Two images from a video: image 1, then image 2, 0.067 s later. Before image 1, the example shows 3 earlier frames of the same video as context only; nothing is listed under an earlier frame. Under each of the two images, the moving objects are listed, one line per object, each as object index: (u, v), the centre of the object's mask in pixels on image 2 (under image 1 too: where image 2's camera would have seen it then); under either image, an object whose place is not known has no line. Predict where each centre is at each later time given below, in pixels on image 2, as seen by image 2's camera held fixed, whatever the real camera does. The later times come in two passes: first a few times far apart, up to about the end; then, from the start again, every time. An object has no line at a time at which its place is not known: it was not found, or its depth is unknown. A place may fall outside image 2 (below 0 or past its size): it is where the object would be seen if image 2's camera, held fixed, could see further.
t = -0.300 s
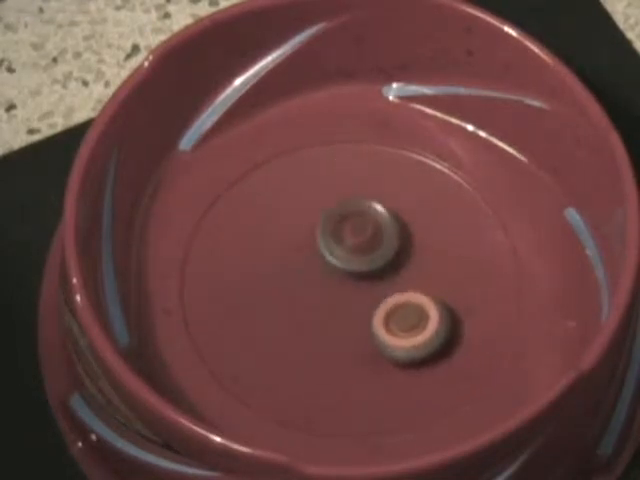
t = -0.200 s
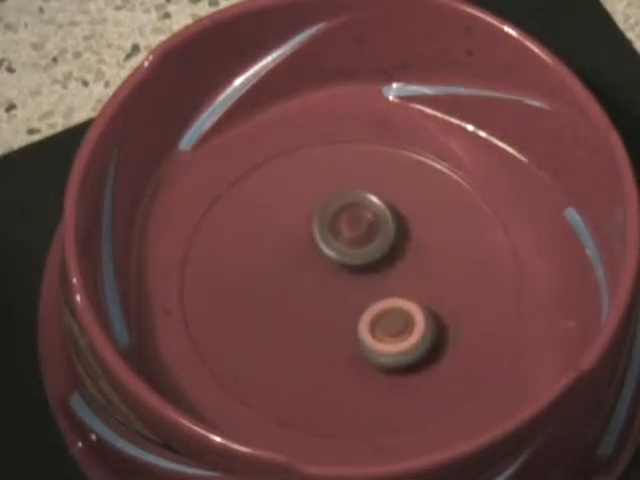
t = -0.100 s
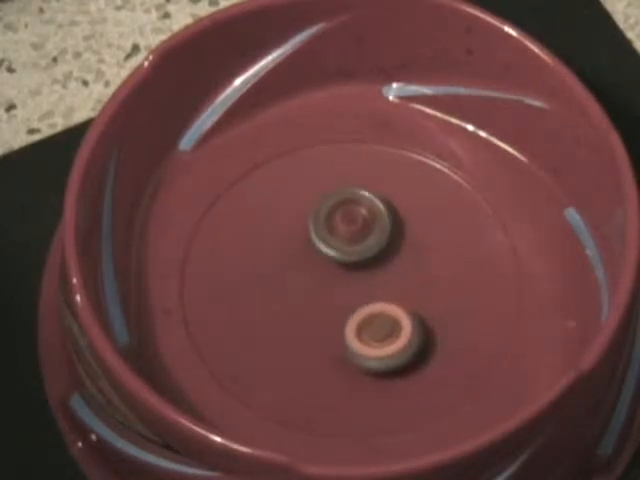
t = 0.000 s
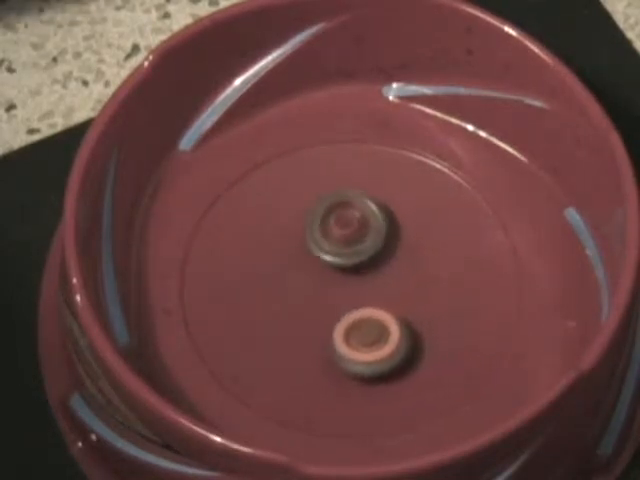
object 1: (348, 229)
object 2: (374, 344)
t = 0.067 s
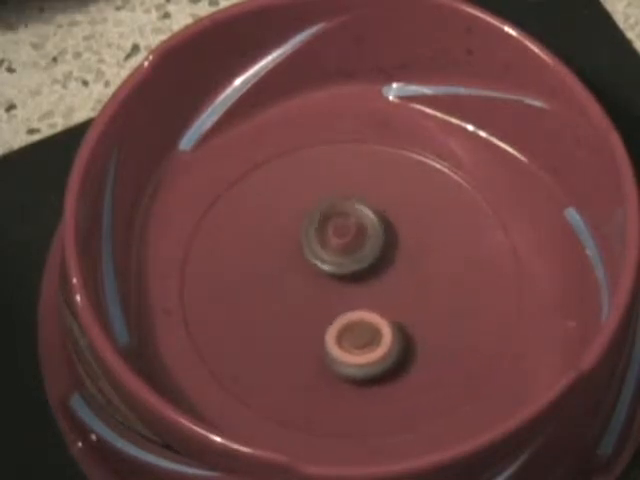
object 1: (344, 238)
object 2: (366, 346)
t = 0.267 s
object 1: (350, 271)
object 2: (343, 350)
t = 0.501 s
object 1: (394, 273)
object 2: (318, 357)
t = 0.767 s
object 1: (404, 264)
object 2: (311, 337)
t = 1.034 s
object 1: (410, 256)
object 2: (274, 297)
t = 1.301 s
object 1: (447, 224)
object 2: (260, 298)
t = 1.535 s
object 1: (388, 235)
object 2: (306, 275)
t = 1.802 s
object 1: (442, 272)
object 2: (305, 258)
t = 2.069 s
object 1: (444, 287)
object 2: (353, 242)
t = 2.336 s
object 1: (400, 303)
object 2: (386, 223)
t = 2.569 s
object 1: (360, 317)
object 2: (403, 219)
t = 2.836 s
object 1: (325, 327)
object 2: (419, 236)
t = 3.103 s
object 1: (314, 314)
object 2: (421, 273)
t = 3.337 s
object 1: (327, 288)
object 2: (422, 302)
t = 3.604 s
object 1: (330, 258)
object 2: (416, 323)
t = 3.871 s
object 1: (336, 246)
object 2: (400, 337)
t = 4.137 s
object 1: (350, 251)
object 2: (371, 345)
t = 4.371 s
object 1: (359, 240)
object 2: (346, 348)
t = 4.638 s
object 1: (372, 247)
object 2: (309, 347)
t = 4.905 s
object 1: (393, 227)
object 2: (300, 349)
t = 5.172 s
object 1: (391, 252)
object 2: (318, 309)
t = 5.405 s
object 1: (399, 276)
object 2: (314, 274)
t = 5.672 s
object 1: (391, 302)
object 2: (315, 242)
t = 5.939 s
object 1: (379, 315)
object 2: (327, 227)
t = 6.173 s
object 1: (359, 311)
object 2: (348, 227)
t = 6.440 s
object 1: (334, 301)
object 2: (379, 234)
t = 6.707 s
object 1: (323, 294)
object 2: (403, 255)
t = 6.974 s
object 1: (323, 285)
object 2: (423, 278)
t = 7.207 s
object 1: (330, 284)
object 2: (425, 296)
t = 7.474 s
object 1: (258, 249)
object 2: (465, 315)
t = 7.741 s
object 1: (258, 262)
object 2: (421, 305)
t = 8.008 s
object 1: (253, 241)
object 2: (435, 330)
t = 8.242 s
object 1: (268, 247)
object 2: (429, 316)
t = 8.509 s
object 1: (270, 248)
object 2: (440, 299)
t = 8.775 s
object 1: (304, 282)
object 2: (412, 256)
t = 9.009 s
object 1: (357, 313)
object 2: (375, 229)
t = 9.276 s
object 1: (398, 333)
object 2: (334, 225)
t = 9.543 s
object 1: (409, 318)
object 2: (311, 242)
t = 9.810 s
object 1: (388, 288)
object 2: (303, 273)
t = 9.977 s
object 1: (438, 284)
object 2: (271, 278)
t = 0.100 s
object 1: (343, 241)
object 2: (362, 347)
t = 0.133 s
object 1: (342, 248)
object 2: (358, 348)
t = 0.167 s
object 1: (342, 253)
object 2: (355, 349)
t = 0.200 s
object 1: (344, 260)
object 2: (351, 349)
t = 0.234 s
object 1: (347, 266)
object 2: (348, 350)
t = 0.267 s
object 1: (350, 271)
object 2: (343, 350)
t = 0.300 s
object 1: (354, 273)
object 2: (336, 352)
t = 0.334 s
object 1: (363, 275)
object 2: (330, 355)
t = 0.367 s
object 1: (371, 275)
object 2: (326, 356)
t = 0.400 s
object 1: (378, 276)
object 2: (323, 356)
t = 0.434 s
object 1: (383, 275)
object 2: (321, 357)
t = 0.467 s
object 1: (388, 274)
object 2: (320, 357)
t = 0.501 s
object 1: (394, 273)
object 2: (318, 357)
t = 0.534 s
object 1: (398, 271)
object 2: (317, 356)
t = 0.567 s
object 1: (400, 270)
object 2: (316, 355)
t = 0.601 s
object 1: (402, 269)
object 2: (315, 354)
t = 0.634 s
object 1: (403, 268)
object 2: (314, 352)
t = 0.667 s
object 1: (404, 266)
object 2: (313, 350)
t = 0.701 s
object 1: (405, 266)
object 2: (312, 346)
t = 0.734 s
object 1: (405, 265)
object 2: (311, 342)
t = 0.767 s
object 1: (404, 264)
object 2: (311, 337)
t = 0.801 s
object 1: (402, 264)
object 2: (310, 331)
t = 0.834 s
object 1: (402, 264)
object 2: (309, 325)
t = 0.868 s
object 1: (398, 264)
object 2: (308, 319)
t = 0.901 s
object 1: (394, 265)
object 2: (307, 313)
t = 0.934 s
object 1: (388, 265)
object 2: (306, 307)
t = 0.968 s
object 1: (384, 266)
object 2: (305, 301)
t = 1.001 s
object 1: (388, 263)
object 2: (295, 297)
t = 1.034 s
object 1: (410, 256)
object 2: (274, 297)
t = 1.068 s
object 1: (429, 254)
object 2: (259, 298)
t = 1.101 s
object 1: (441, 249)
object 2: (248, 298)
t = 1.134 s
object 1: (450, 245)
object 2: (244, 298)
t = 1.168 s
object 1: (453, 241)
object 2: (244, 298)
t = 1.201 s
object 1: (455, 237)
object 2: (245, 298)
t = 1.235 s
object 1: (454, 232)
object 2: (249, 299)
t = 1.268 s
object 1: (450, 227)
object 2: (254, 298)
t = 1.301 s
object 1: (447, 224)
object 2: (260, 298)
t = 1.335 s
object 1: (442, 222)
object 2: (266, 296)
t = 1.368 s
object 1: (434, 221)
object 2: (274, 293)
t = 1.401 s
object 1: (426, 221)
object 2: (281, 290)
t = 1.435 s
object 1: (413, 222)
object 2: (288, 287)
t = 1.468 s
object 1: (403, 225)
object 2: (295, 283)
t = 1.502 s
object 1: (397, 229)
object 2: (301, 279)
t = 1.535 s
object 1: (388, 235)
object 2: (306, 275)
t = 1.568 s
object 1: (385, 238)
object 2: (307, 273)
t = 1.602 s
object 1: (386, 241)
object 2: (306, 272)
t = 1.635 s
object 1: (390, 247)
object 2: (306, 271)
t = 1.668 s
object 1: (411, 256)
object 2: (300, 267)
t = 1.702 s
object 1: (422, 260)
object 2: (295, 265)
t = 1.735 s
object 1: (432, 265)
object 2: (296, 262)
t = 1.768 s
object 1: (438, 269)
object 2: (298, 260)
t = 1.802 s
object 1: (442, 272)
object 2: (305, 258)
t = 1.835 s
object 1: (444, 274)
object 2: (310, 256)
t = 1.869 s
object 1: (446, 276)
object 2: (316, 254)
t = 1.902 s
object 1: (448, 278)
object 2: (322, 252)
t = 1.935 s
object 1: (448, 280)
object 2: (329, 251)
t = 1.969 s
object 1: (445, 281)
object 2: (335, 248)
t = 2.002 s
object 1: (446, 283)
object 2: (341, 246)
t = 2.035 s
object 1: (445, 284)
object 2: (347, 243)
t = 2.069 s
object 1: (444, 287)
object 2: (353, 242)
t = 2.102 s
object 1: (442, 289)
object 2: (358, 239)
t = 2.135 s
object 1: (438, 292)
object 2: (363, 237)
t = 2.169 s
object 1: (432, 293)
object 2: (367, 235)
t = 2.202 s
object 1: (428, 295)
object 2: (372, 233)
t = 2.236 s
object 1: (419, 296)
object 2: (376, 230)
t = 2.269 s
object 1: (417, 298)
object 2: (380, 227)
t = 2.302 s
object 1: (409, 300)
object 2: (383, 225)
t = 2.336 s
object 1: (400, 303)
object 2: (386, 223)
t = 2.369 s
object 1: (395, 304)
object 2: (389, 221)
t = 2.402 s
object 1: (389, 307)
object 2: (392, 219)
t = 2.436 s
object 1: (382, 309)
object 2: (395, 219)
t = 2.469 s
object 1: (377, 311)
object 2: (397, 218)
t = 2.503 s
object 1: (370, 314)
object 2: (399, 218)
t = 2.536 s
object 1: (364, 316)
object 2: (401, 218)
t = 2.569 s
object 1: (360, 317)
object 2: (403, 219)
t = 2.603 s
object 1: (354, 320)
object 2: (405, 219)
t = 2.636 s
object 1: (349, 323)
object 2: (407, 220)
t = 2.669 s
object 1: (344, 324)
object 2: (409, 222)
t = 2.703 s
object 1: (337, 324)
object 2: (411, 224)
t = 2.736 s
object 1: (334, 325)
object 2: (413, 227)
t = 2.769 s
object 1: (331, 326)
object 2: (415, 229)
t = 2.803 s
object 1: (328, 327)
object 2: (417, 233)
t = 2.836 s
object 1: (325, 327)
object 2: (419, 236)
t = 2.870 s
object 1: (322, 326)
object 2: (420, 239)
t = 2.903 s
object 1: (320, 326)
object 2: (421, 243)
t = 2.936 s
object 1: (318, 325)
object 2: (422, 248)
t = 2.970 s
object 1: (316, 323)
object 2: (422, 252)
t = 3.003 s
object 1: (315, 322)
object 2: (422, 258)
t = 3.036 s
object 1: (314, 320)
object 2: (422, 263)
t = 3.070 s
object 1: (312, 317)
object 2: (421, 268)
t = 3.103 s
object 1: (314, 314)
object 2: (421, 273)
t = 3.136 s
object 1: (315, 311)
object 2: (421, 278)
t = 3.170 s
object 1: (316, 308)
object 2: (421, 282)
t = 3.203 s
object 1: (318, 304)
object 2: (422, 287)
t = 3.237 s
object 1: (319, 300)
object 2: (422, 291)
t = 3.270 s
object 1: (321, 296)
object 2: (422, 294)
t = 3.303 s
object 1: (325, 293)
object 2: (422, 298)
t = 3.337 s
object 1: (327, 288)
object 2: (422, 302)
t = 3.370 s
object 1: (327, 284)
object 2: (422, 305)
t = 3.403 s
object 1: (329, 280)
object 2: (421, 308)
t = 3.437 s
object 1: (329, 276)
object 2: (421, 310)
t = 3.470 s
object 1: (329, 272)
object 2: (420, 313)
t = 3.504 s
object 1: (330, 269)
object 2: (420, 316)
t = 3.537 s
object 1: (329, 265)
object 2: (418, 319)
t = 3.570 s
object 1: (329, 261)
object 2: (417, 321)
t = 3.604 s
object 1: (330, 258)
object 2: (416, 323)
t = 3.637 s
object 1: (330, 255)
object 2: (414, 325)
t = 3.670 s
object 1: (331, 253)
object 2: (412, 328)
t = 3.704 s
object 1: (332, 251)
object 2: (411, 329)
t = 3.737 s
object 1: (333, 249)
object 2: (409, 332)
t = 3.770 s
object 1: (334, 248)
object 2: (406, 334)
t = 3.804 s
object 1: (335, 246)
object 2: (405, 335)
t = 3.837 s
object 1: (337, 247)
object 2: (402, 336)
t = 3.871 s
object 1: (336, 246)
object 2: (400, 337)
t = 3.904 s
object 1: (338, 246)
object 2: (398, 338)
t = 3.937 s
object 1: (338, 248)
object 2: (394, 338)
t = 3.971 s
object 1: (339, 250)
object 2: (391, 337)
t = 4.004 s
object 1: (341, 253)
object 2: (386, 337)
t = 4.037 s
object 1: (342, 256)
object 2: (382, 336)
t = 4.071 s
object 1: (344, 257)
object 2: (377, 336)
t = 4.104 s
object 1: (347, 258)
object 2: (374, 338)
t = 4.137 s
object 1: (350, 251)
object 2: (371, 345)
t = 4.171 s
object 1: (352, 248)
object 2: (368, 349)
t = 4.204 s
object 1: (353, 243)
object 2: (365, 350)
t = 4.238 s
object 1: (356, 242)
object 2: (361, 351)
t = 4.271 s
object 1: (358, 240)
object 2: (357, 351)
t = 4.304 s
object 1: (358, 239)
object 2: (353, 350)
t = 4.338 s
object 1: (358, 239)
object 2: (350, 350)
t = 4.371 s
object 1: (359, 240)
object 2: (346, 348)
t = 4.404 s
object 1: (358, 242)
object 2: (342, 347)
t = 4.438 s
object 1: (357, 245)
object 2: (339, 345)
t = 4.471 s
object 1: (355, 250)
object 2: (335, 344)
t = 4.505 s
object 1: (354, 252)
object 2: (332, 342)
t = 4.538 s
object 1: (354, 255)
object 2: (330, 340)
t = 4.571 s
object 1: (354, 258)
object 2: (327, 337)
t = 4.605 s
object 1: (358, 258)
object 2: (321, 337)
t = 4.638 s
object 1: (372, 247)
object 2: (309, 347)
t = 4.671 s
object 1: (380, 236)
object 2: (301, 353)
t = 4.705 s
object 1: (386, 230)
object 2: (297, 355)
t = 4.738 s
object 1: (391, 226)
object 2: (295, 355)
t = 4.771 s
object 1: (391, 224)
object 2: (295, 355)
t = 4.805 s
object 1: (392, 223)
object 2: (295, 354)
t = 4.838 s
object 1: (392, 225)
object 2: (296, 353)
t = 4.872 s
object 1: (394, 226)
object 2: (298, 351)
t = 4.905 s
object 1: (393, 227)
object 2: (300, 349)
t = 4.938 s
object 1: (392, 228)
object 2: (302, 345)
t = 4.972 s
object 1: (393, 230)
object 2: (304, 342)
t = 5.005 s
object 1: (394, 232)
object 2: (307, 337)
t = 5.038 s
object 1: (395, 236)
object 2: (310, 332)
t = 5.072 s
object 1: (393, 239)
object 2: (312, 327)
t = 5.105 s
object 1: (391, 243)
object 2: (314, 321)
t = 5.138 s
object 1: (392, 247)
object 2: (316, 314)
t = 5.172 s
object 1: (391, 252)
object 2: (318, 309)
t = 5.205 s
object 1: (388, 256)
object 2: (319, 302)
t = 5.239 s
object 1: (392, 258)
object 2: (317, 299)
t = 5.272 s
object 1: (396, 261)
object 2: (315, 294)
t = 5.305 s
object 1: (397, 265)
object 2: (314, 289)
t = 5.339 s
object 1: (398, 268)
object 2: (314, 284)
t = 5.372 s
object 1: (398, 272)
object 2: (314, 279)
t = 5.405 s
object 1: (399, 276)
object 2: (314, 274)
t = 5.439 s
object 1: (398, 279)
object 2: (313, 270)
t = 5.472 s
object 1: (398, 283)
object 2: (313, 266)
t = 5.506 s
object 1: (398, 287)
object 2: (313, 261)
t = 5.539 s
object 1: (397, 290)
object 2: (313, 257)
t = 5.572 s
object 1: (396, 293)
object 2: (313, 252)
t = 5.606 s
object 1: (394, 295)
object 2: (313, 248)
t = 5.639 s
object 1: (392, 298)
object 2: (314, 245)
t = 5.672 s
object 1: (391, 302)
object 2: (315, 242)
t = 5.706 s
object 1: (391, 303)
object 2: (316, 239)
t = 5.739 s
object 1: (389, 306)
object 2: (317, 237)
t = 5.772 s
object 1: (389, 308)
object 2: (318, 235)
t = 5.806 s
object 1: (387, 310)
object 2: (319, 233)
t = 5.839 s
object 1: (385, 312)
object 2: (321, 231)
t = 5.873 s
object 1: (383, 313)
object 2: (323, 229)
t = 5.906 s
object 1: (379, 314)
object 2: (325, 228)
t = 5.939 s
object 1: (379, 315)
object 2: (327, 227)
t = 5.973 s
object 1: (375, 315)
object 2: (329, 227)
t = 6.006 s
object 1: (373, 316)
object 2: (331, 226)
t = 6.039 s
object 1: (372, 316)
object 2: (334, 225)
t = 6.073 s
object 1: (369, 314)
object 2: (337, 225)
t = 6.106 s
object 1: (367, 314)
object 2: (340, 226)
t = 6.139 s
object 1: (364, 313)
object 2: (344, 226)
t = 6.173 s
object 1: (359, 311)
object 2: (348, 227)
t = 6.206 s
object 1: (358, 309)
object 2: (352, 227)
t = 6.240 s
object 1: (354, 307)
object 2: (356, 228)
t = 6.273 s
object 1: (353, 306)
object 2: (361, 230)
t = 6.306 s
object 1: (352, 305)
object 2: (366, 231)
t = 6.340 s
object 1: (345, 304)
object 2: (371, 232)
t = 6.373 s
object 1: (342, 304)
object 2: (374, 233)
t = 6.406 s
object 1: (337, 303)
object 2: (377, 233)
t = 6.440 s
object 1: (334, 301)
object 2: (379, 234)
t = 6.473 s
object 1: (332, 301)
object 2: (382, 236)
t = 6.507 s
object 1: (329, 299)
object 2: (385, 238)
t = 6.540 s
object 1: (327, 299)
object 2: (388, 240)
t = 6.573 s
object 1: (326, 299)
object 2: (390, 243)
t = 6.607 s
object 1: (325, 298)
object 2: (394, 246)
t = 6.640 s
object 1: (324, 297)
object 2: (397, 249)
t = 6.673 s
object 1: (323, 296)
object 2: (400, 253)
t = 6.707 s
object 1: (323, 294)
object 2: (403, 255)
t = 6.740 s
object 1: (324, 293)
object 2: (405, 259)
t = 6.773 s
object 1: (325, 292)
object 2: (408, 262)
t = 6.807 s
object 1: (327, 290)
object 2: (410, 265)
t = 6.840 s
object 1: (327, 288)
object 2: (413, 268)
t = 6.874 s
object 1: (326, 287)
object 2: (418, 271)
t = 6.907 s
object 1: (324, 286)
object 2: (420, 273)
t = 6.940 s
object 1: (323, 285)
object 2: (422, 275)
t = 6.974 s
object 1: (323, 285)
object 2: (423, 278)
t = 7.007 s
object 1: (321, 285)
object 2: (424, 280)
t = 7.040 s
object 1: (322, 285)
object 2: (425, 283)
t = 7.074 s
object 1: (321, 285)
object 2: (426, 285)
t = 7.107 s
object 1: (323, 285)
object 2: (426, 288)
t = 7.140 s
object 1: (324, 284)
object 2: (426, 291)
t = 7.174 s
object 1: (326, 284)
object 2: (426, 293)
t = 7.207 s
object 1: (330, 284)
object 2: (425, 296)
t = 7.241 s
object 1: (332, 284)
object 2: (424, 298)
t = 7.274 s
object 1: (324, 278)
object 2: (436, 303)
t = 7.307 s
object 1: (304, 268)
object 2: (453, 309)
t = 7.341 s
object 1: (289, 258)
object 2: (462, 313)
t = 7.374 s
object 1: (276, 253)
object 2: (468, 316)
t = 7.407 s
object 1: (269, 250)
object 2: (468, 316)
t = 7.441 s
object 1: (264, 250)
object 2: (468, 316)
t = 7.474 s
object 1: (258, 249)
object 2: (465, 315)
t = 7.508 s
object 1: (254, 250)
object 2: (462, 313)
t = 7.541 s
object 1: (251, 251)
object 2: (458, 312)
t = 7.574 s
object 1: (249, 253)
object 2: (453, 311)
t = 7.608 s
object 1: (249, 254)
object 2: (447, 309)
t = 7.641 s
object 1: (249, 256)
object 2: (441, 308)
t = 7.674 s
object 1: (249, 257)
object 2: (434, 307)
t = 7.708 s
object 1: (252, 259)
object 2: (427, 306)
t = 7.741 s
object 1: (258, 262)
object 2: (421, 305)
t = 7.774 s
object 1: (263, 264)
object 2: (413, 305)
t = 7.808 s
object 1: (271, 266)
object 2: (406, 304)
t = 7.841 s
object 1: (280, 271)
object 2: (399, 303)
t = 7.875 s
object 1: (289, 274)
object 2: (391, 303)
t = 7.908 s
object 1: (294, 274)
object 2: (385, 303)
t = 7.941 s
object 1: (278, 263)
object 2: (400, 312)
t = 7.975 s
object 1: (262, 249)
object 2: (421, 322)
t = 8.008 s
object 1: (253, 241)
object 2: (435, 330)
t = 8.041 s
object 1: (248, 235)
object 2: (445, 336)
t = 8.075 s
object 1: (247, 234)
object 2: (447, 338)
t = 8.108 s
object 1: (248, 234)
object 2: (445, 337)
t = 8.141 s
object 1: (250, 236)
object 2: (442, 332)
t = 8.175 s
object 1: (254, 238)
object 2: (439, 326)
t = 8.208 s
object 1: (262, 243)
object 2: (434, 321)
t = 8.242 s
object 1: (268, 247)
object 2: (429, 316)
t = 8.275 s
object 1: (275, 251)
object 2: (424, 311)
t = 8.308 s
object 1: (283, 254)
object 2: (418, 305)
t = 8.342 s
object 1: (294, 260)
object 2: (411, 301)
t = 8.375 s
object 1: (303, 263)
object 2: (405, 296)
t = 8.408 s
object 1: (308, 265)
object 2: (400, 293)
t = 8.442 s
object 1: (295, 260)
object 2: (416, 296)
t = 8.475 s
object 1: (282, 252)
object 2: (432, 299)
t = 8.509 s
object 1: (270, 248)
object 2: (440, 299)
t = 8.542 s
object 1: (267, 247)
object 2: (442, 297)
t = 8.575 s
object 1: (268, 249)
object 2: (440, 291)
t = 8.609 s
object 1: (273, 253)
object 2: (436, 284)
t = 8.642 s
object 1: (278, 259)
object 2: (432, 277)
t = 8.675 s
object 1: (283, 263)
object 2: (427, 271)
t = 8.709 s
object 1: (291, 270)
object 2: (422, 266)
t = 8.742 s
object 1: (298, 276)
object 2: (417, 261)
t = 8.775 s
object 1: (304, 282)
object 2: (412, 256)
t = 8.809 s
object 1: (312, 287)
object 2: (407, 252)
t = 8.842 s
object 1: (321, 292)
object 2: (401, 248)
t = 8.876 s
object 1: (329, 296)
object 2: (395, 245)
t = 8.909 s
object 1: (336, 300)
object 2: (390, 241)
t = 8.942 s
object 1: (344, 304)
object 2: (385, 237)
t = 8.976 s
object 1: (349, 308)
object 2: (380, 233)
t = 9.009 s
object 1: (357, 313)
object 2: (375, 229)
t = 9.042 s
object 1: (361, 316)
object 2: (369, 228)
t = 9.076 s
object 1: (369, 320)
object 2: (363, 226)
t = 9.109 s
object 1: (373, 323)
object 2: (358, 225)
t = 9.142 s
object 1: (380, 328)
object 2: (353, 225)
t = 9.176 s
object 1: (384, 329)
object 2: (348, 225)
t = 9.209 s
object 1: (388, 331)
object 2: (343, 225)
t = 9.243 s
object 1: (393, 332)
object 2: (339, 225)
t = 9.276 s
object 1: (398, 333)
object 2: (334, 225)
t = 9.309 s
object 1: (400, 333)
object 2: (330, 226)
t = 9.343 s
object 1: (403, 333)
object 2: (327, 228)
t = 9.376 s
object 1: (406, 332)
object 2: (324, 229)
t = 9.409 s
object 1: (410, 330)
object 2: (320, 231)
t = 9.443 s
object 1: (410, 328)
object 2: (318, 233)
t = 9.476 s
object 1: (411, 326)
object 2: (315, 236)
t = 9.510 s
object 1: (412, 323)
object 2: (313, 239)
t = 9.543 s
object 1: (409, 318)
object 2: (311, 242)
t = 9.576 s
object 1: (407, 314)
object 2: (310, 246)
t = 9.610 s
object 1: (404, 309)
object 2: (308, 250)
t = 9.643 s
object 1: (400, 304)
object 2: (308, 254)
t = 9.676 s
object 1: (399, 300)
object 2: (308, 259)
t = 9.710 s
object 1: (392, 294)
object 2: (308, 263)
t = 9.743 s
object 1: (388, 290)
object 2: (307, 267)
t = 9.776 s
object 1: (388, 289)
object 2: (305, 270)
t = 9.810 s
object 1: (388, 288)
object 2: (303, 273)
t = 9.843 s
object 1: (387, 286)
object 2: (302, 276)
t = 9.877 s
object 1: (406, 287)
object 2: (289, 275)
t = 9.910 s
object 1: (425, 287)
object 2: (279, 274)
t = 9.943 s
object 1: (433, 286)
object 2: (273, 275)
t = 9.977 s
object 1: (438, 284)
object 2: (271, 278)
